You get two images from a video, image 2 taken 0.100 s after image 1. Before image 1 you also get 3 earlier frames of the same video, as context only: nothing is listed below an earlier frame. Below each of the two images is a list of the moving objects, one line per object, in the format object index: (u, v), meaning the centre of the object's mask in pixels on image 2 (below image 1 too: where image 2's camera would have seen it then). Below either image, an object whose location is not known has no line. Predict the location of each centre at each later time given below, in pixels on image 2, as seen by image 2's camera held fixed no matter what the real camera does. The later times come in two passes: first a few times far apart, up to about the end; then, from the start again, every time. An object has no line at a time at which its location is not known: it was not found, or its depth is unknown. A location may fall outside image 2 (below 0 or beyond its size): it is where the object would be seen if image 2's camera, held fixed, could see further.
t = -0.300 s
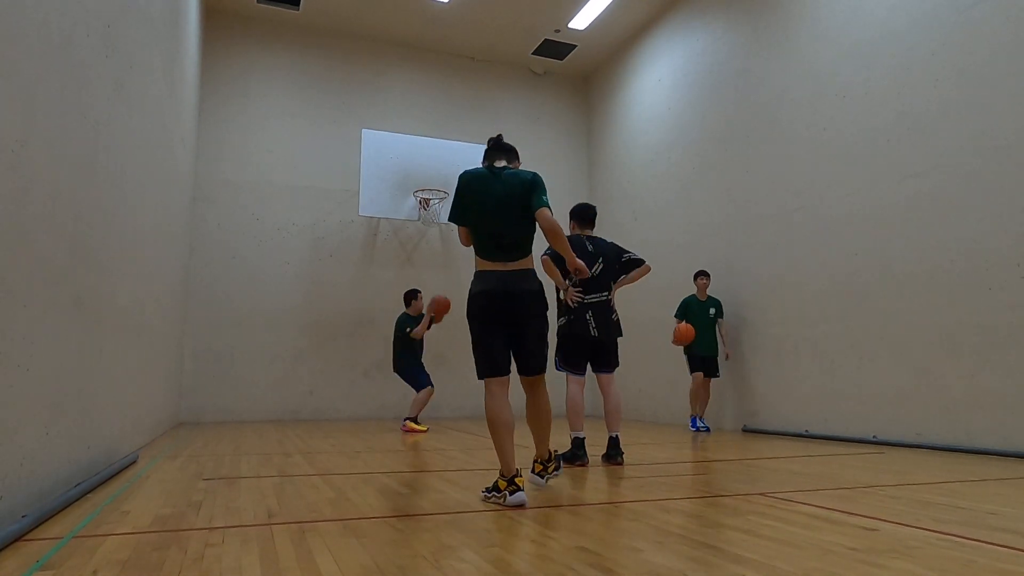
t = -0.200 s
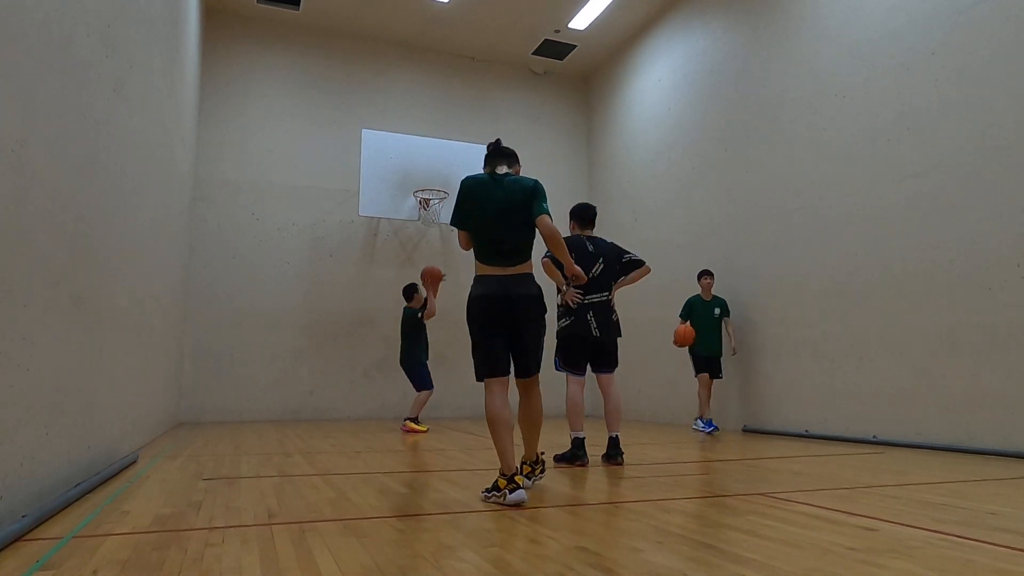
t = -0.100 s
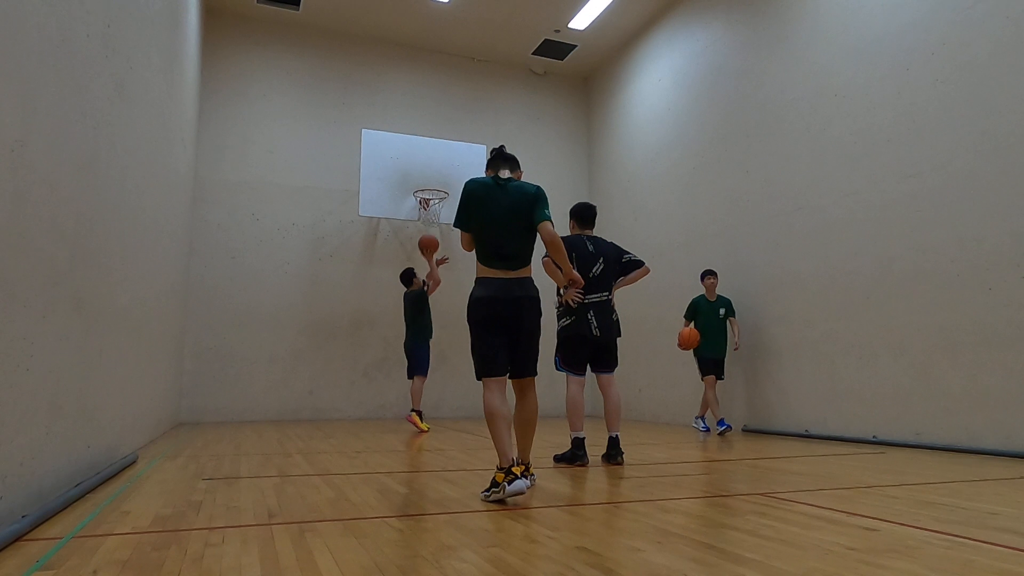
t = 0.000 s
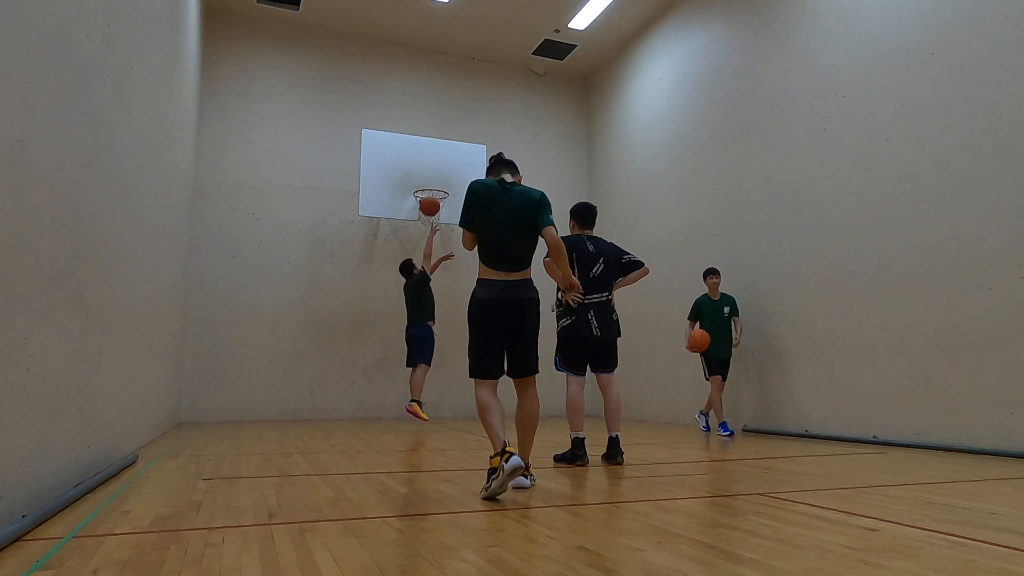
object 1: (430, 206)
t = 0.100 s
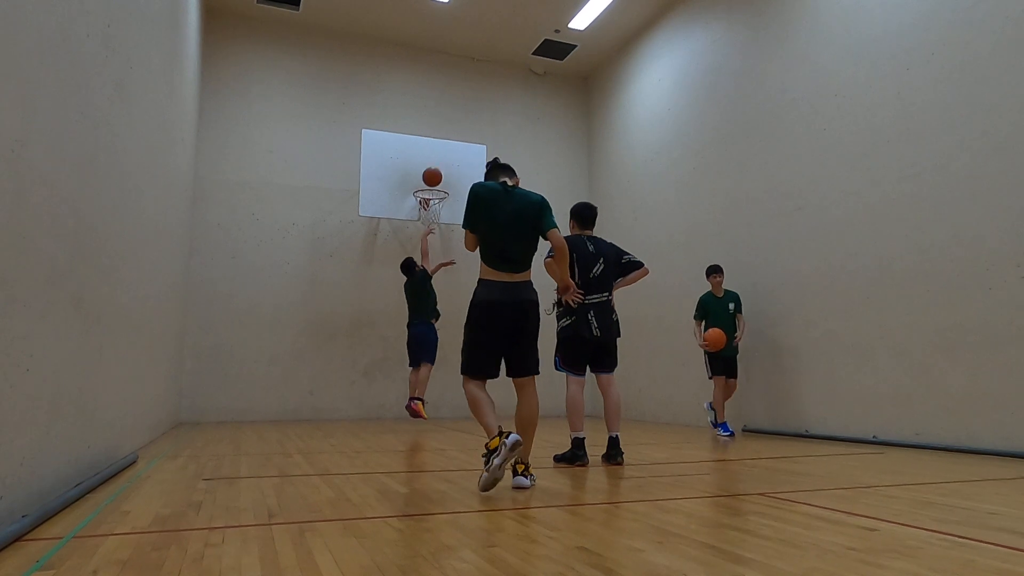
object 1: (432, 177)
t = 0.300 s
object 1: (436, 146)
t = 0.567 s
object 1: (439, 153)
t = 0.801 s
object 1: (437, 192)
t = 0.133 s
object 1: (433, 169)
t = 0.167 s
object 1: (433, 163)
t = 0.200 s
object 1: (434, 157)
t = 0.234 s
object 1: (435, 153)
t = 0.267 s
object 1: (435, 149)
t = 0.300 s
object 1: (436, 146)
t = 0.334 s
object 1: (436, 144)
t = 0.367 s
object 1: (437, 143)
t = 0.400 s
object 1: (437, 143)
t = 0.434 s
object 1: (438, 143)
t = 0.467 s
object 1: (438, 145)
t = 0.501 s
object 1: (439, 147)
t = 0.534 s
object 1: (439, 149)
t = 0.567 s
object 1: (439, 153)
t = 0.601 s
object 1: (440, 157)
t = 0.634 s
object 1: (440, 163)
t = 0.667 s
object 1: (440, 168)
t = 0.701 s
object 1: (440, 175)
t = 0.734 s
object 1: (440, 181)
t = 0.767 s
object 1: (439, 189)
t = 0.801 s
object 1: (437, 192)
